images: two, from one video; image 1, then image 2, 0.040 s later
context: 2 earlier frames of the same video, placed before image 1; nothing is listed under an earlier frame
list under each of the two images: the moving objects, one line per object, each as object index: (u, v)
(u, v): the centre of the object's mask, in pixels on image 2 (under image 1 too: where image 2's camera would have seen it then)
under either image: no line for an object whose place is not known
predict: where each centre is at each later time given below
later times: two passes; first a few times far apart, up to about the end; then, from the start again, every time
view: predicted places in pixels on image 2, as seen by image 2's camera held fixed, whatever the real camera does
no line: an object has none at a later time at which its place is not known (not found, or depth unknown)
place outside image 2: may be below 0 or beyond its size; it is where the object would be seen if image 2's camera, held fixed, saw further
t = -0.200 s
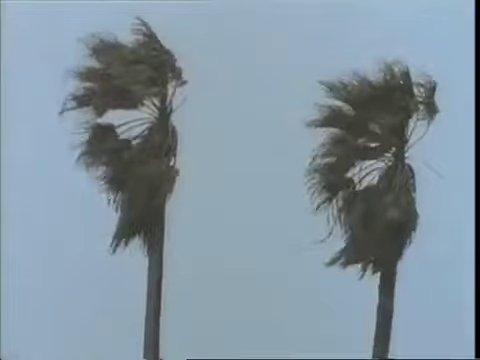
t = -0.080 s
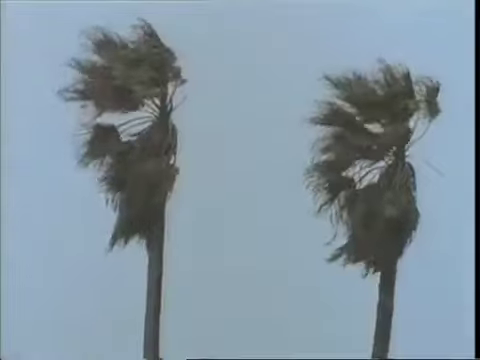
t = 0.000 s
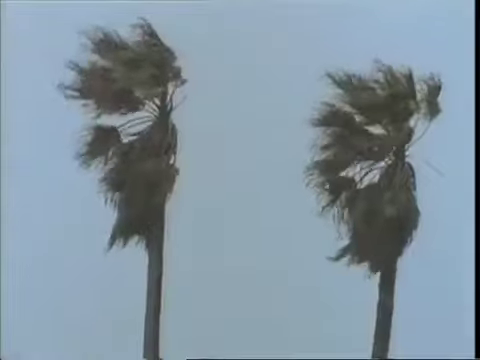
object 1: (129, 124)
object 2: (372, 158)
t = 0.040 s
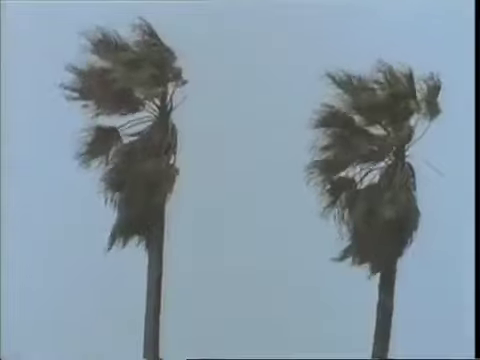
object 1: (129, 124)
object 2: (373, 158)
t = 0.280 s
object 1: (130, 126)
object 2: (371, 163)
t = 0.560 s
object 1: (129, 128)
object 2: (367, 167)
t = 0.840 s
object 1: (126, 128)
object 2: (365, 169)
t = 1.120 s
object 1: (126, 128)
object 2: (368, 166)
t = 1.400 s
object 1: (127, 126)
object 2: (368, 163)
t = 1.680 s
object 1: (125, 127)
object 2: (368, 165)
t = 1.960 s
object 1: (123, 128)
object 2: (367, 166)
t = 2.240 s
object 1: (124, 127)
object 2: (369, 162)
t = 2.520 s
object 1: (128, 125)
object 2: (372, 162)
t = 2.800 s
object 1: (131, 121)
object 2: (368, 165)
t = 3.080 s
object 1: (129, 125)
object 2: (367, 165)
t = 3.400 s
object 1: (127, 124)
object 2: (368, 168)
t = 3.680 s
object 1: (131, 129)
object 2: (365, 169)
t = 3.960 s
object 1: (134, 128)
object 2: (364, 169)
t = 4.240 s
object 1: (132, 130)
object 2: (367, 170)
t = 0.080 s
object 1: (130, 125)
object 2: (373, 158)
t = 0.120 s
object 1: (130, 124)
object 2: (372, 159)
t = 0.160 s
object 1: (130, 125)
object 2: (372, 160)
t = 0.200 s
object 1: (130, 126)
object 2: (372, 161)
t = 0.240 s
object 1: (130, 126)
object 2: (371, 163)
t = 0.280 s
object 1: (130, 126)
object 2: (371, 163)
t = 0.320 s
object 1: (130, 127)
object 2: (370, 164)
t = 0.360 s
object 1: (130, 127)
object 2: (370, 164)
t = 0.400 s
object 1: (130, 127)
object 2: (369, 165)
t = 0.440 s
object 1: (130, 127)
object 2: (369, 165)
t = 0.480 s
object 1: (129, 128)
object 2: (368, 166)
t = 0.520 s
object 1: (129, 128)
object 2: (367, 166)
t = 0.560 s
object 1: (129, 128)
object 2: (367, 167)
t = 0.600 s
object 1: (128, 128)
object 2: (366, 167)
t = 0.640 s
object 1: (128, 129)
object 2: (366, 168)
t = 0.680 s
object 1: (128, 129)
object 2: (365, 169)
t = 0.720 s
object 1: (126, 127)
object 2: (365, 169)
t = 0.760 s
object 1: (126, 127)
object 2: (365, 169)
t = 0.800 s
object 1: (126, 127)
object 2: (365, 169)
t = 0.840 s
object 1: (126, 128)
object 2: (365, 169)
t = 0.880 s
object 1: (126, 128)
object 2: (365, 169)
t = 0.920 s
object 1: (126, 127)
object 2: (366, 168)
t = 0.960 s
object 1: (126, 127)
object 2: (366, 168)
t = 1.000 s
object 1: (126, 127)
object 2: (367, 168)
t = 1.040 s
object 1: (126, 127)
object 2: (367, 167)
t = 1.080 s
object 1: (126, 128)
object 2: (368, 167)
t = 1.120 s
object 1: (126, 128)
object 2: (368, 166)
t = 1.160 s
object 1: (127, 130)
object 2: (368, 165)
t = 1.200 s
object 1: (127, 130)
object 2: (368, 164)
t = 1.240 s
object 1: (127, 129)
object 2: (368, 164)
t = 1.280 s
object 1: (126, 128)
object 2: (368, 163)
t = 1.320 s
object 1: (127, 126)
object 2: (368, 163)
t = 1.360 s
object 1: (127, 126)
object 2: (368, 163)
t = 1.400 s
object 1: (127, 126)
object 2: (368, 163)
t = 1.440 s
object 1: (127, 127)
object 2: (368, 164)
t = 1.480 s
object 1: (127, 127)
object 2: (367, 165)
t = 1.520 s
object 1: (126, 127)
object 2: (368, 166)
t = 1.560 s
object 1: (126, 127)
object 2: (368, 166)
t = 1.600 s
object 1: (125, 127)
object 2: (368, 166)
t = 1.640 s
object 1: (125, 127)
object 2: (368, 165)
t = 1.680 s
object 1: (125, 127)
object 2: (368, 165)
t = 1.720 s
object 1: (125, 127)
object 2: (368, 165)
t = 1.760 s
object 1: (124, 128)
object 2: (368, 165)
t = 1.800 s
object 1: (124, 128)
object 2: (368, 166)
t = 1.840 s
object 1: (123, 128)
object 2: (368, 166)
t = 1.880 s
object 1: (123, 128)
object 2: (368, 166)
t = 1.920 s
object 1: (123, 128)
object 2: (367, 166)
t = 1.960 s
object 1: (123, 128)
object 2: (367, 166)
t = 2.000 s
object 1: (123, 128)
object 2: (367, 166)
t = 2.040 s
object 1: (123, 127)
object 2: (367, 165)
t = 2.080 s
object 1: (124, 128)
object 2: (367, 165)
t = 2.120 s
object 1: (124, 127)
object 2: (367, 164)
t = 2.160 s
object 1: (124, 128)
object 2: (368, 163)
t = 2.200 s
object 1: (124, 127)
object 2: (369, 163)
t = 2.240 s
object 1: (124, 127)
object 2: (369, 162)
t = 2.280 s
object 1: (124, 127)
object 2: (370, 161)
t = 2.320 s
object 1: (124, 127)
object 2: (372, 160)
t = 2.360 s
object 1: (125, 126)
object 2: (373, 159)
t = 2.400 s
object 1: (125, 126)
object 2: (373, 159)
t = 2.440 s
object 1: (127, 126)
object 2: (372, 160)
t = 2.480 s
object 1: (127, 125)
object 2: (372, 161)
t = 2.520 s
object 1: (128, 125)
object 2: (372, 162)
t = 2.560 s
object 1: (129, 125)
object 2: (371, 162)
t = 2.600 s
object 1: (129, 123)
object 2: (370, 163)
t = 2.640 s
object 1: (130, 123)
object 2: (369, 164)
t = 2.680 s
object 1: (131, 122)
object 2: (368, 164)
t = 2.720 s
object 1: (131, 121)
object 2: (368, 164)
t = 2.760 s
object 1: (131, 122)
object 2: (368, 165)
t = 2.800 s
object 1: (131, 121)
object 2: (368, 165)
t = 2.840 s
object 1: (131, 122)
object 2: (367, 164)
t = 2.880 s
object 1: (131, 122)
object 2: (366, 164)
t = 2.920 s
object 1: (132, 124)
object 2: (366, 164)
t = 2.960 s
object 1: (131, 124)
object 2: (367, 165)
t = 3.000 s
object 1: (131, 124)
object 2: (367, 165)
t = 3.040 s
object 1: (130, 124)
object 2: (367, 165)
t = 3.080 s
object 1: (129, 125)
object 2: (367, 165)
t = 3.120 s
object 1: (129, 123)
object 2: (367, 165)
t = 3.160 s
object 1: (128, 123)
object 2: (368, 165)
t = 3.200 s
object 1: (128, 122)
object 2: (368, 165)
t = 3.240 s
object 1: (127, 122)
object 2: (368, 165)
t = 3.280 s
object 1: (128, 123)
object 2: (368, 166)
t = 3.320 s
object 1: (127, 123)
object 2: (368, 167)
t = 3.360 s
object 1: (127, 124)
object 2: (368, 168)
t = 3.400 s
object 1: (127, 124)
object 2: (368, 168)
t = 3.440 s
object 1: (127, 125)
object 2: (368, 168)
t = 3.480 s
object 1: (127, 125)
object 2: (368, 168)
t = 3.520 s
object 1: (129, 127)
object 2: (367, 168)
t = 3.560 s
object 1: (129, 128)
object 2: (367, 168)
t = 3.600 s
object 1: (130, 129)
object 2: (366, 168)
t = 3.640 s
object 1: (130, 128)
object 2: (366, 169)
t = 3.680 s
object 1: (131, 129)
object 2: (365, 169)
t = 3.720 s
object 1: (131, 129)
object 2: (365, 170)
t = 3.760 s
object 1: (132, 128)
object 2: (365, 169)
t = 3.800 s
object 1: (132, 127)
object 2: (365, 169)
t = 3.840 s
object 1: (134, 129)
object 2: (364, 169)
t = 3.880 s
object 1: (133, 128)
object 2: (364, 169)
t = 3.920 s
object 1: (134, 129)
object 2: (364, 169)
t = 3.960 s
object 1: (134, 128)
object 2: (364, 169)
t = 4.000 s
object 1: (134, 128)
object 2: (364, 169)
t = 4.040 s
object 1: (134, 129)
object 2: (365, 169)
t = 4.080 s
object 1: (134, 128)
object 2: (365, 169)
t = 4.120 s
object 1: (133, 129)
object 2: (366, 169)
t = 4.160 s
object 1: (133, 128)
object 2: (366, 170)
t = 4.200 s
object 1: (132, 129)
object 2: (367, 170)
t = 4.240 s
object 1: (132, 130)
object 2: (367, 170)
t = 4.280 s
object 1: (130, 128)
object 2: (367, 169)
